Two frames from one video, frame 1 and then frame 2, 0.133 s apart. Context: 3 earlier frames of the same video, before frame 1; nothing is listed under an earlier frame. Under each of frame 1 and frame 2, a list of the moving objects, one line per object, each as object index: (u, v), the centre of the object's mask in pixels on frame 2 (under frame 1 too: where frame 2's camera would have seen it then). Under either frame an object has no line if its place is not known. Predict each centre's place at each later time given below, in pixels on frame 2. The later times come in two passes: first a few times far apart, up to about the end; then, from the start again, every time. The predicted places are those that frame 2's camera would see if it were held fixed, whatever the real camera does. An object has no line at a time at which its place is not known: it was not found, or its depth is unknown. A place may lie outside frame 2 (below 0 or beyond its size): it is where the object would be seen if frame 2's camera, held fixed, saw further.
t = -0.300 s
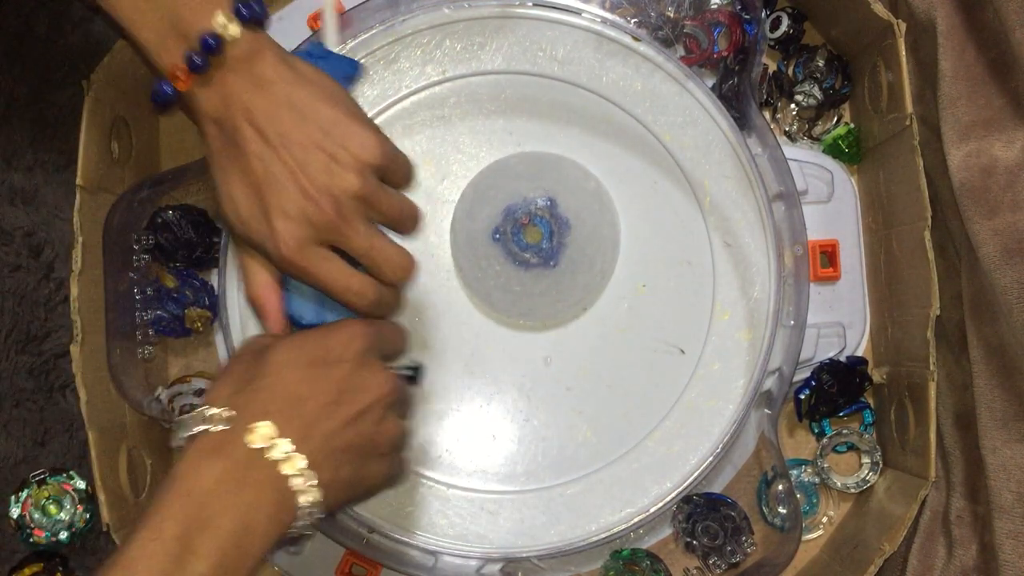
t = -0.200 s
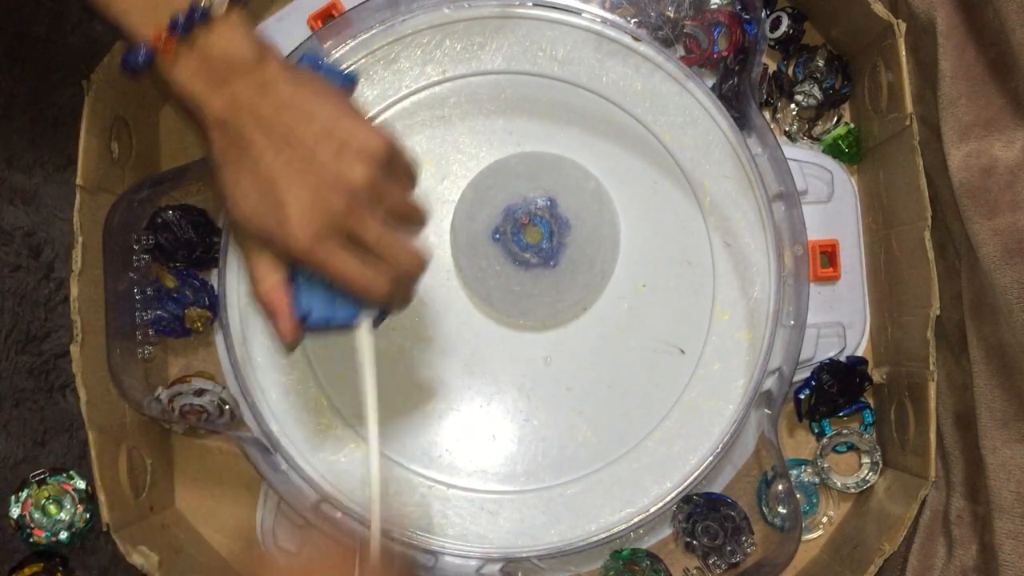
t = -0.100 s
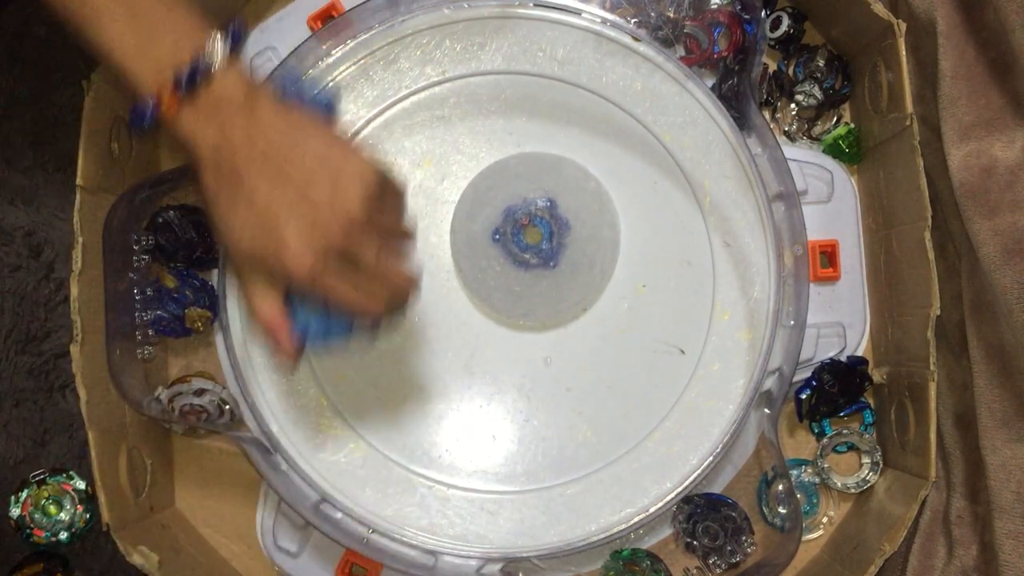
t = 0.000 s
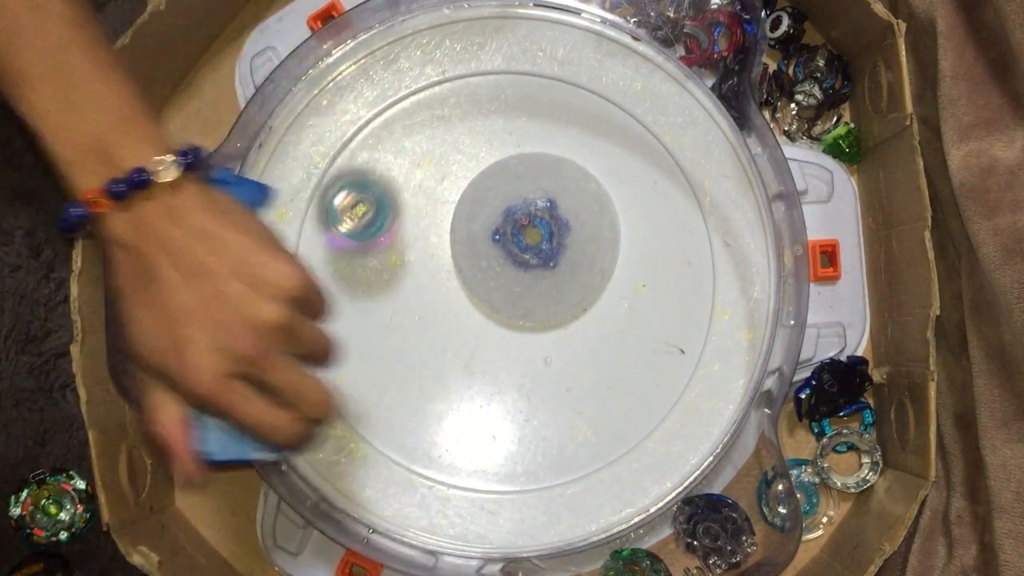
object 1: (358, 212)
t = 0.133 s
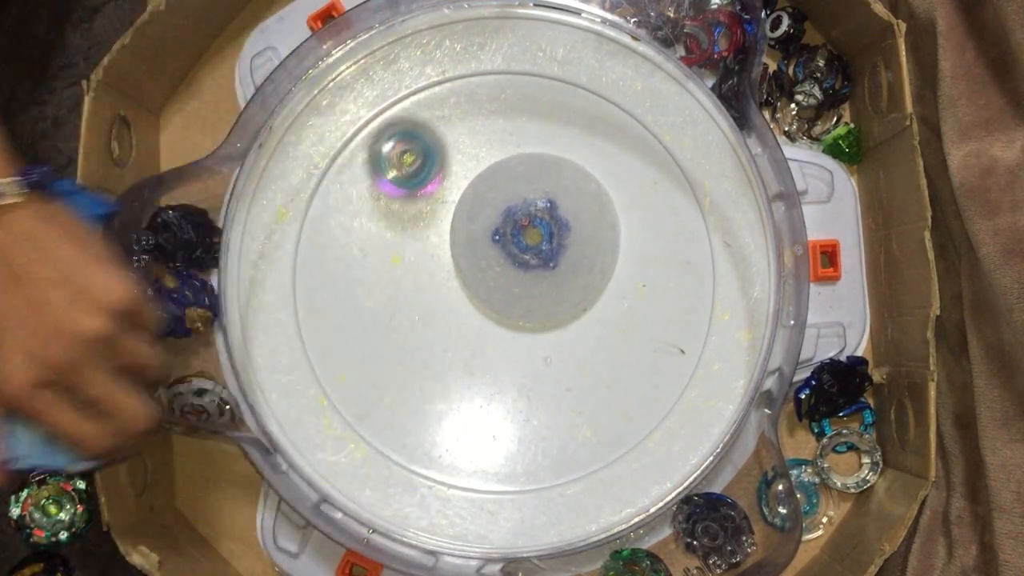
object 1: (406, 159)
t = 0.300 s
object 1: (427, 112)
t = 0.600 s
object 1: (389, 167)
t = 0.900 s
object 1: (373, 127)
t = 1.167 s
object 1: (414, 217)
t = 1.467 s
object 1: (409, 218)
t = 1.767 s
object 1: (416, 269)
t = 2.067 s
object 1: (348, 347)
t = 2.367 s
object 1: (433, 365)
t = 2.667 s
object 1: (471, 357)
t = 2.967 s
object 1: (399, 420)
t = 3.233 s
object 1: (380, 362)
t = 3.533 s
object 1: (385, 371)
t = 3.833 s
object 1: (394, 266)
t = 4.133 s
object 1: (418, 230)
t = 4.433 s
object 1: (353, 224)
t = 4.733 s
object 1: (358, 261)
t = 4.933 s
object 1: (342, 292)
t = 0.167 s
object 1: (415, 147)
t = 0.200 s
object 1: (422, 138)
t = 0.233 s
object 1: (426, 129)
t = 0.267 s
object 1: (427, 120)
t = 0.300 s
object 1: (427, 112)
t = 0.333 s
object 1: (423, 105)
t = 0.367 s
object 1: (417, 99)
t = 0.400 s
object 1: (413, 103)
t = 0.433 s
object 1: (409, 115)
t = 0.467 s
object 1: (404, 128)
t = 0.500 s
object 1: (400, 140)
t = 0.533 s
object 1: (395, 151)
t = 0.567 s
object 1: (391, 159)
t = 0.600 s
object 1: (389, 167)
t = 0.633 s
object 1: (390, 174)
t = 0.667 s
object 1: (392, 177)
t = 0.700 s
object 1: (397, 178)
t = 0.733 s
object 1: (404, 179)
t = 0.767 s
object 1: (414, 178)
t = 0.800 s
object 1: (422, 175)
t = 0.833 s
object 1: (403, 145)
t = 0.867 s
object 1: (381, 118)
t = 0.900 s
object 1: (373, 127)
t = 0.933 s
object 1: (370, 144)
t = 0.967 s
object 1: (369, 163)
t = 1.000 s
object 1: (367, 178)
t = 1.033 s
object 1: (368, 192)
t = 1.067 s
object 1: (371, 204)
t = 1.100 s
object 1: (379, 212)
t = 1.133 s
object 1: (394, 216)
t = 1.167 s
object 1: (414, 217)
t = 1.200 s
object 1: (414, 209)
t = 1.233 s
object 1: (409, 200)
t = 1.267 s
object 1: (404, 194)
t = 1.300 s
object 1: (397, 190)
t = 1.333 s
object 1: (390, 191)
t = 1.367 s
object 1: (386, 196)
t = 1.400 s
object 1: (389, 203)
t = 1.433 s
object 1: (397, 211)
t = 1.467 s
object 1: (409, 218)
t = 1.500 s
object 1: (416, 220)
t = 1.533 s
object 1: (400, 214)
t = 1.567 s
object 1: (385, 214)
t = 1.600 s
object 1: (372, 219)
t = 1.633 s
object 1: (365, 229)
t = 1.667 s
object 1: (366, 241)
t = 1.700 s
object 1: (375, 252)
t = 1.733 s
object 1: (392, 263)
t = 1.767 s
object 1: (416, 269)
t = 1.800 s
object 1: (399, 263)
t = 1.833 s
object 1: (376, 258)
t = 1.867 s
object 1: (351, 255)
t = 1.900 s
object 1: (330, 261)
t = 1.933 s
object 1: (316, 271)
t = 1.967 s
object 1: (309, 289)
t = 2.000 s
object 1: (312, 309)
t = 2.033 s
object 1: (326, 329)
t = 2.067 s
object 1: (348, 347)
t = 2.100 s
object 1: (377, 358)
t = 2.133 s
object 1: (415, 358)
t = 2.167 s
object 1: (453, 354)
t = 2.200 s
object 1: (468, 353)
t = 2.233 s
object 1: (471, 358)
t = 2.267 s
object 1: (475, 355)
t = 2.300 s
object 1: (468, 352)
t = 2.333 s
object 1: (449, 358)
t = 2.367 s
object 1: (433, 365)
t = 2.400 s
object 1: (423, 374)
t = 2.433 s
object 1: (416, 384)
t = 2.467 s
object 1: (417, 392)
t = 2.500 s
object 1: (423, 400)
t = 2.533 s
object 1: (436, 403)
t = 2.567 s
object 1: (451, 399)
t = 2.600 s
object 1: (464, 391)
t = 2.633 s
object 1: (477, 372)
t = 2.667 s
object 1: (471, 357)
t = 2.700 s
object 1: (441, 358)
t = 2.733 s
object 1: (414, 363)
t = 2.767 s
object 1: (391, 369)
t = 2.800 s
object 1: (372, 381)
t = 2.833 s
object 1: (358, 396)
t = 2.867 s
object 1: (350, 411)
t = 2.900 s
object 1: (364, 415)
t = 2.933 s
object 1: (380, 417)
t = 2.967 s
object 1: (399, 420)
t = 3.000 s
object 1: (416, 420)
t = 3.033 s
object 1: (435, 414)
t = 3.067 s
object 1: (451, 402)
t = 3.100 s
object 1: (466, 380)
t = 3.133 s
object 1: (474, 356)
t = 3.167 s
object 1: (439, 355)
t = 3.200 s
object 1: (407, 357)
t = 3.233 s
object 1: (380, 362)
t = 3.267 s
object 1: (354, 371)
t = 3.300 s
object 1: (335, 380)
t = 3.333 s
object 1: (332, 383)
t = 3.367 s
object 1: (341, 385)
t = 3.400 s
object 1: (350, 384)
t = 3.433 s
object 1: (359, 383)
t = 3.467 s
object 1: (368, 380)
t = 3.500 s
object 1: (378, 375)
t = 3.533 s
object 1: (385, 371)
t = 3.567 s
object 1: (391, 364)
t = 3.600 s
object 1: (396, 356)
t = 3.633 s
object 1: (399, 346)
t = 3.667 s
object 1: (401, 334)
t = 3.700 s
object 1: (401, 319)
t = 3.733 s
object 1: (400, 306)
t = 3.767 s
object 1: (399, 292)
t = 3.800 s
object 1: (397, 279)
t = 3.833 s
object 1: (394, 266)
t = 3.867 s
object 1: (391, 256)
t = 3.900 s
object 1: (389, 246)
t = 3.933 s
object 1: (387, 240)
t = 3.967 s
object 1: (386, 235)
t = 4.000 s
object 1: (388, 232)
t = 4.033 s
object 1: (393, 230)
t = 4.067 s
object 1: (398, 229)
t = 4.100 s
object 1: (407, 229)
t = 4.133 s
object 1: (418, 230)
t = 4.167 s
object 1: (427, 228)
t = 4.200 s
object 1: (413, 216)
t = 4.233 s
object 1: (398, 208)
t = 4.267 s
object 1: (382, 202)
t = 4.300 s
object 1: (367, 199)
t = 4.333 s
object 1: (357, 200)
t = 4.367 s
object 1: (350, 206)
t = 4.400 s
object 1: (349, 213)
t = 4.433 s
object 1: (353, 224)
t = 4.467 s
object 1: (363, 236)
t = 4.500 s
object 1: (376, 245)
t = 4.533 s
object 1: (394, 254)
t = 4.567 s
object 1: (416, 261)
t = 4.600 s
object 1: (423, 262)
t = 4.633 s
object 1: (398, 258)
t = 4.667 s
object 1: (382, 258)
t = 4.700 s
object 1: (369, 260)
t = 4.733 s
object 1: (358, 261)
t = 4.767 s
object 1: (346, 262)
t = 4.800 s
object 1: (336, 265)
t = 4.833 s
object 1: (330, 271)
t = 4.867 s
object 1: (329, 279)
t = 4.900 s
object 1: (333, 285)
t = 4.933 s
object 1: (342, 292)
